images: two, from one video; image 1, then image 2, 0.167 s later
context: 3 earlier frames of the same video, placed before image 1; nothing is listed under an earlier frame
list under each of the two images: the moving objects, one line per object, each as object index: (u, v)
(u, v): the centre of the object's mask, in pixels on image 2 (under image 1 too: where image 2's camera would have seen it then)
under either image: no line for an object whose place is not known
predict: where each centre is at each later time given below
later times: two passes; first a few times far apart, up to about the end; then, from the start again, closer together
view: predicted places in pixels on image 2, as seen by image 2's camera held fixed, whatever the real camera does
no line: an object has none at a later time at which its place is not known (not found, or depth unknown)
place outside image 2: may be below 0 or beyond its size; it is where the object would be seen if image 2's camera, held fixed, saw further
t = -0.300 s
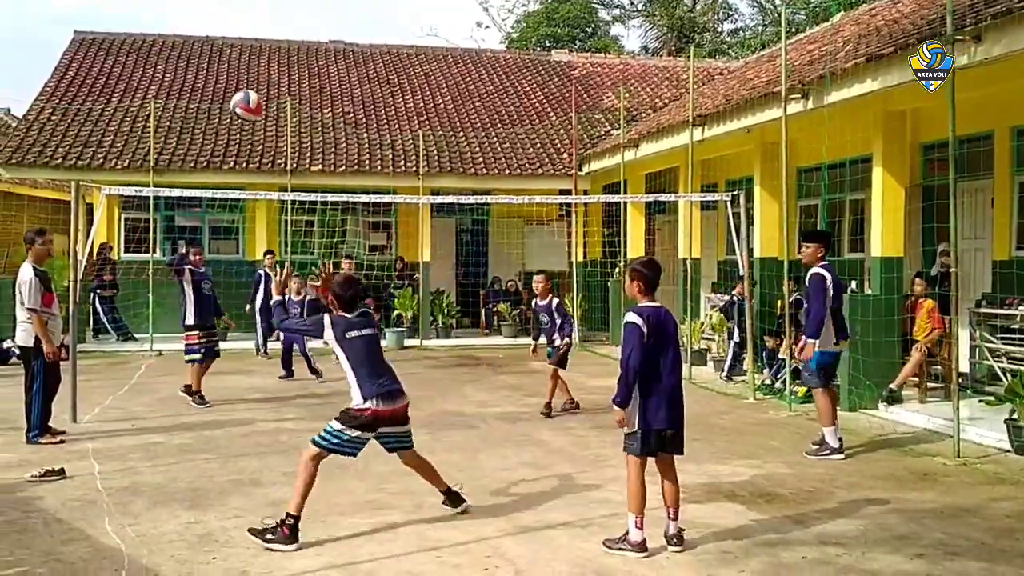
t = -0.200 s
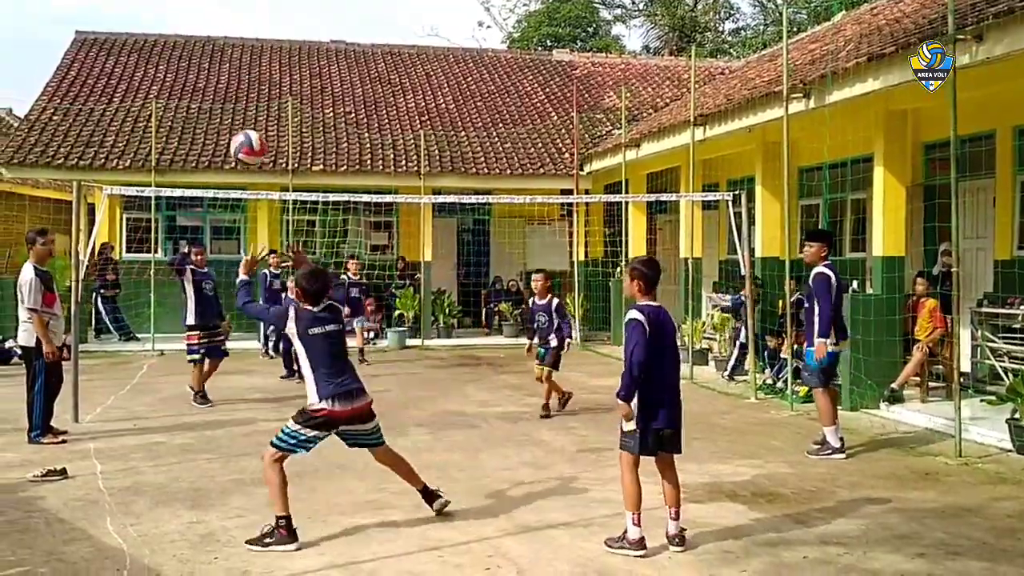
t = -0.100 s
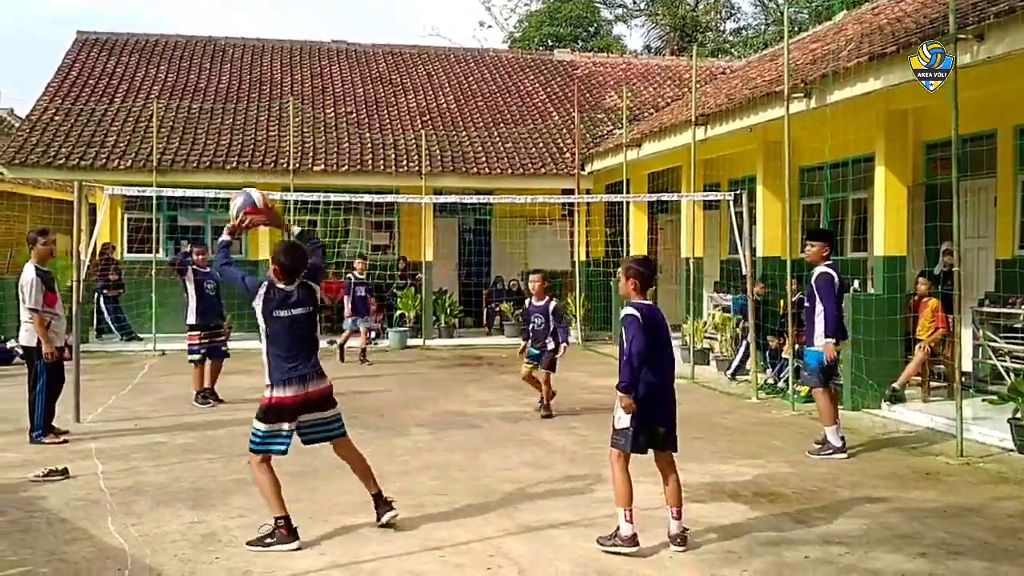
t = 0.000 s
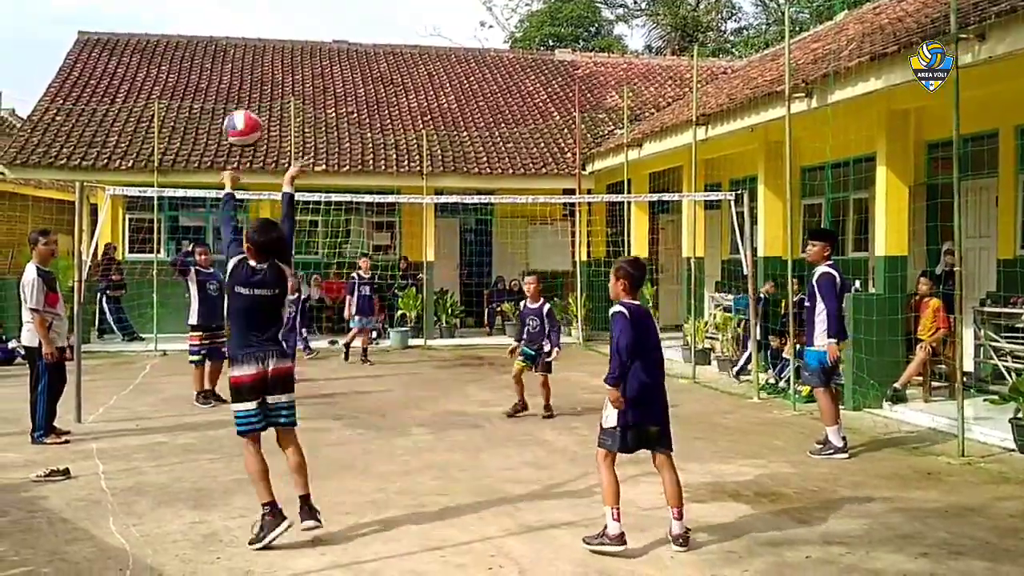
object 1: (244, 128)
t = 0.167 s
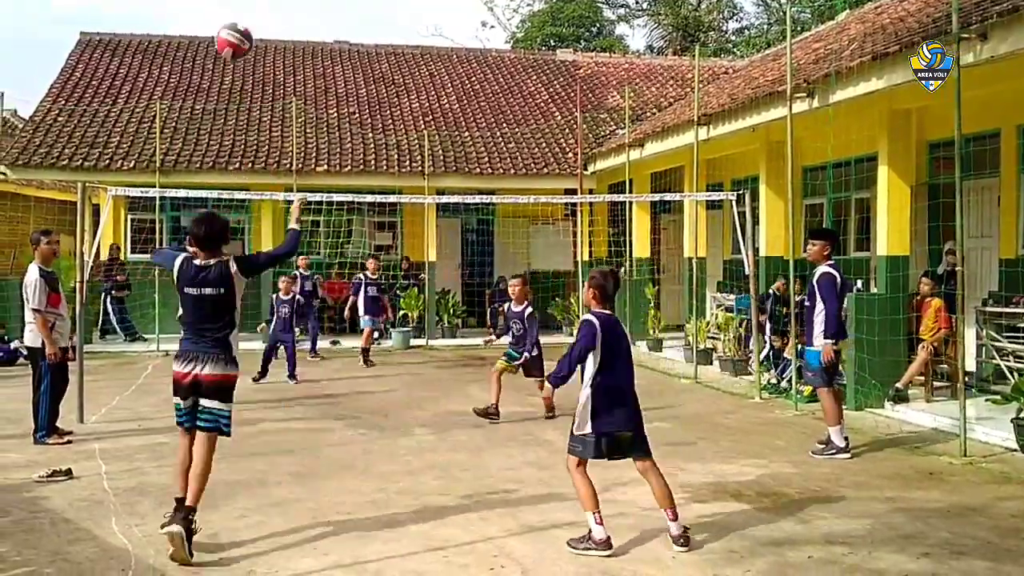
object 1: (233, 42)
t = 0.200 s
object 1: (231, 30)
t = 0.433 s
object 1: (220, 13)
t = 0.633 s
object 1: (212, 59)
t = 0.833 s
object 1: (206, 158)
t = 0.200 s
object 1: (231, 30)
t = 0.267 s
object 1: (228, 16)
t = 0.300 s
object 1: (226, 13)
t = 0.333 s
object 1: (225, 11)
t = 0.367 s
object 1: (223, 11)
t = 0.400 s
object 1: (221, 11)
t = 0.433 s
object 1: (220, 13)
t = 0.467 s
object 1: (218, 15)
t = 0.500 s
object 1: (217, 21)
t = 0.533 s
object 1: (216, 28)
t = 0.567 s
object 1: (214, 37)
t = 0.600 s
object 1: (213, 48)
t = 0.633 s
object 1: (212, 59)
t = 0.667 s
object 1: (210, 72)
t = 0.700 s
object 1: (210, 86)
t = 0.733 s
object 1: (208, 102)
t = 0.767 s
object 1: (207, 119)
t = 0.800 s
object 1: (207, 138)
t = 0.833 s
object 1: (206, 158)
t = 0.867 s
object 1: (207, 179)
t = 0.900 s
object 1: (206, 201)
